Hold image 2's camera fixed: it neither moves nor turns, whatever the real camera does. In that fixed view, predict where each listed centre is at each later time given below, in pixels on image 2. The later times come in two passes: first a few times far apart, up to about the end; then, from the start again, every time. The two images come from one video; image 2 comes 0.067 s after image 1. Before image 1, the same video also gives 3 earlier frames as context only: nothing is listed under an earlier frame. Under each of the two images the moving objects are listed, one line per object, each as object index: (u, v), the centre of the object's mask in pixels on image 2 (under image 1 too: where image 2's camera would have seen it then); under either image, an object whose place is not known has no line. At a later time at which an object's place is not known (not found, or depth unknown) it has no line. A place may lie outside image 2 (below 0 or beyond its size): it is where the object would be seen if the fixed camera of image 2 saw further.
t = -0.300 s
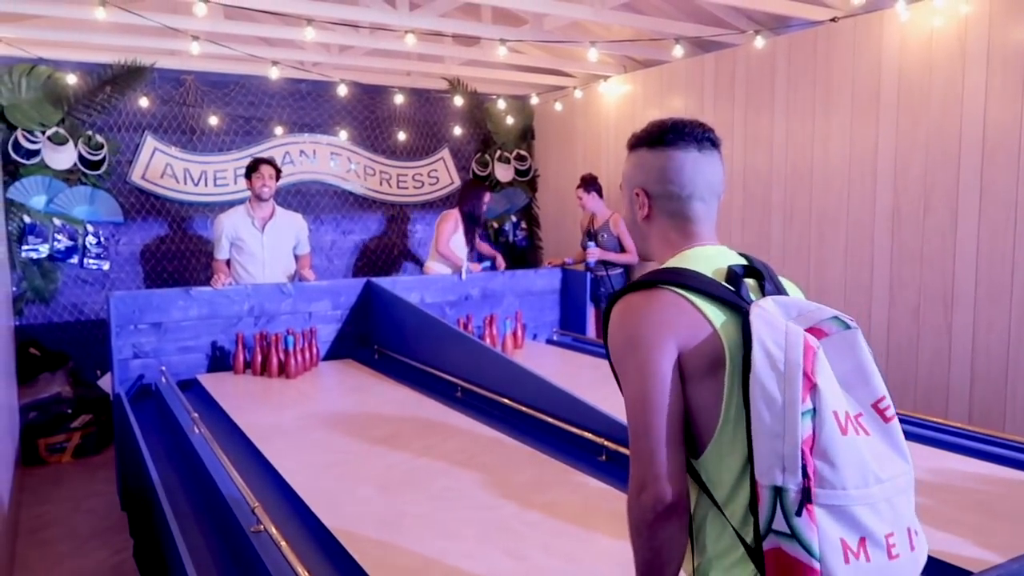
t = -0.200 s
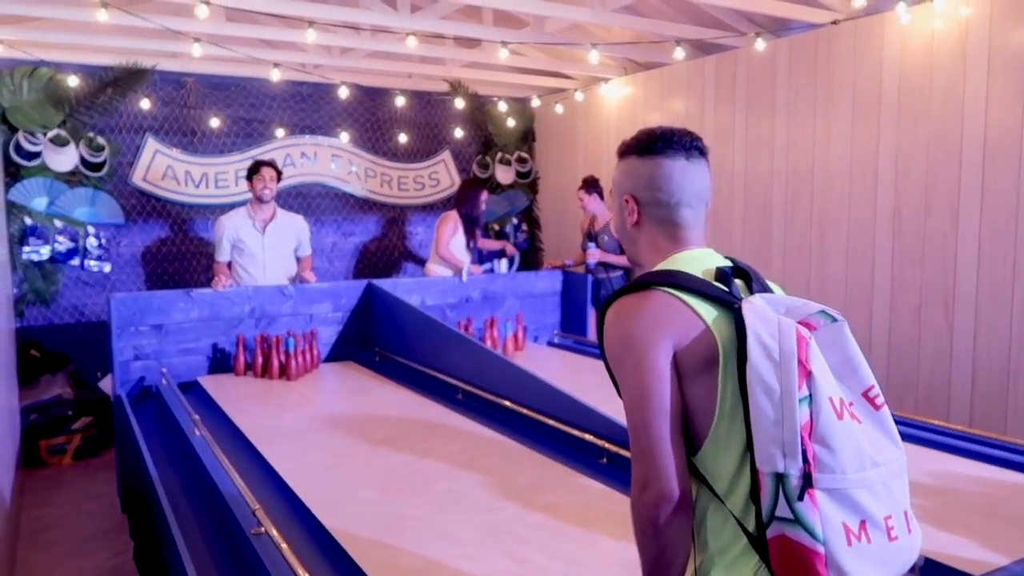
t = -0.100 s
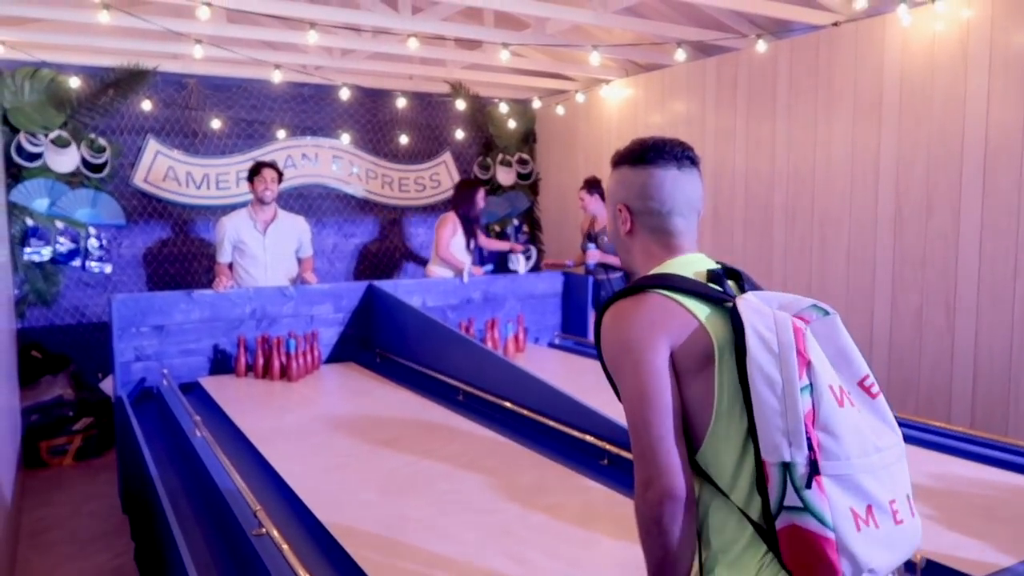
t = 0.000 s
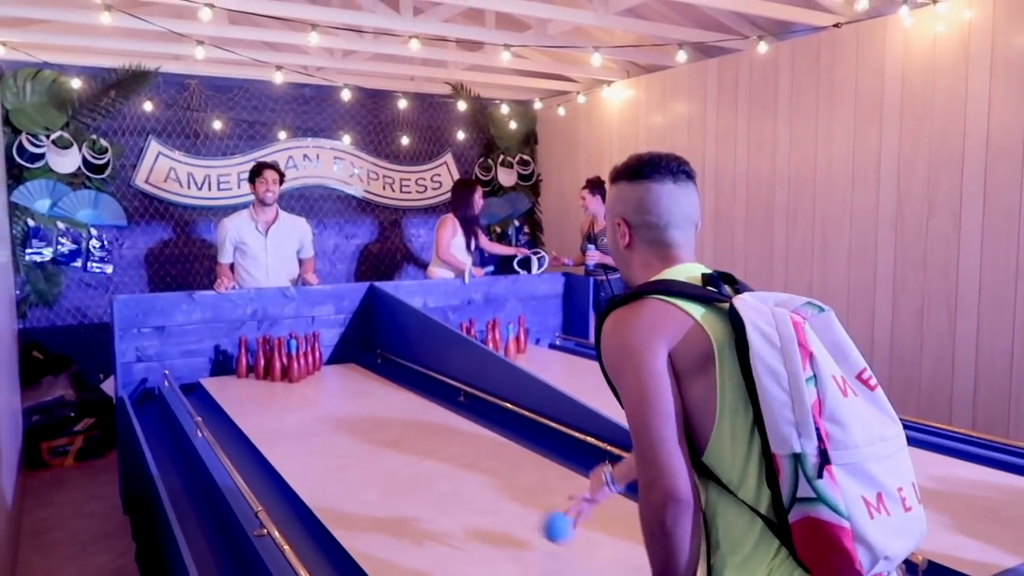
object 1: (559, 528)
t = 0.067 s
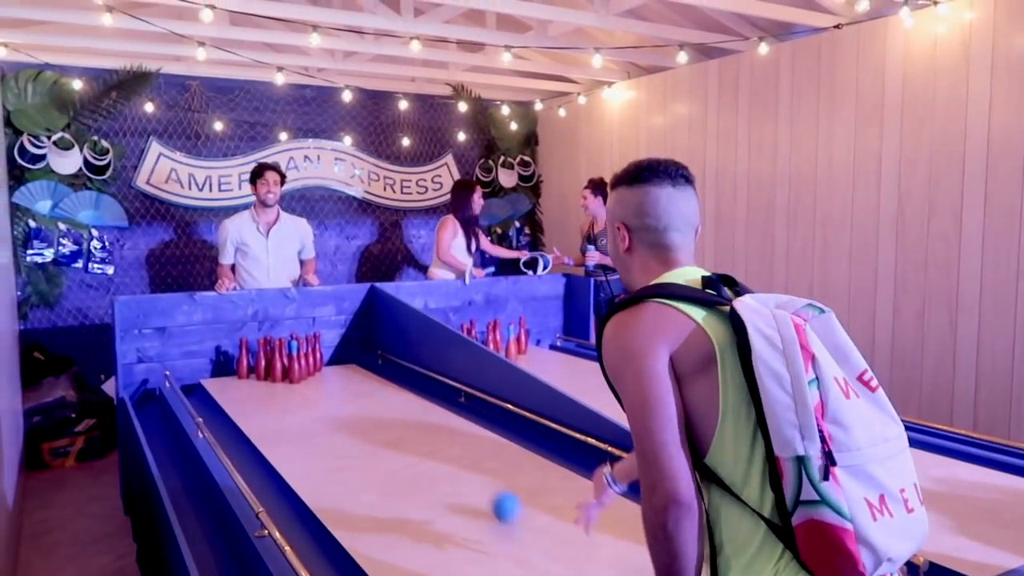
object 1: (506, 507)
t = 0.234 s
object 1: (417, 449)
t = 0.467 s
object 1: (345, 402)
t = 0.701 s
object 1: (310, 375)
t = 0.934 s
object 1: (334, 363)
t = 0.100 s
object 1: (484, 491)
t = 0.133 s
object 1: (465, 480)
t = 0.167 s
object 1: (447, 468)
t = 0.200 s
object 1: (432, 459)
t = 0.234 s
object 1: (417, 449)
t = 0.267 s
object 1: (404, 441)
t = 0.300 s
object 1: (392, 433)
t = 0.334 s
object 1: (381, 425)
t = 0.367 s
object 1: (371, 419)
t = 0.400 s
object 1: (361, 413)
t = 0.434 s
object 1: (353, 407)
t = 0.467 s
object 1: (345, 402)
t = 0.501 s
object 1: (337, 397)
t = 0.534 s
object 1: (330, 392)
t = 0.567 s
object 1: (323, 388)
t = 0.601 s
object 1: (317, 385)
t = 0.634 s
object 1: (312, 380)
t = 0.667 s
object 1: (307, 377)
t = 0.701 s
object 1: (310, 375)
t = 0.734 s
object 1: (314, 373)
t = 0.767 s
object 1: (318, 372)
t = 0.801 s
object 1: (322, 370)
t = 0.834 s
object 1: (326, 368)
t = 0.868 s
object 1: (329, 367)
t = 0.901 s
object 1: (332, 365)
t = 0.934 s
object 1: (334, 363)
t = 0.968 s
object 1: (336, 361)
